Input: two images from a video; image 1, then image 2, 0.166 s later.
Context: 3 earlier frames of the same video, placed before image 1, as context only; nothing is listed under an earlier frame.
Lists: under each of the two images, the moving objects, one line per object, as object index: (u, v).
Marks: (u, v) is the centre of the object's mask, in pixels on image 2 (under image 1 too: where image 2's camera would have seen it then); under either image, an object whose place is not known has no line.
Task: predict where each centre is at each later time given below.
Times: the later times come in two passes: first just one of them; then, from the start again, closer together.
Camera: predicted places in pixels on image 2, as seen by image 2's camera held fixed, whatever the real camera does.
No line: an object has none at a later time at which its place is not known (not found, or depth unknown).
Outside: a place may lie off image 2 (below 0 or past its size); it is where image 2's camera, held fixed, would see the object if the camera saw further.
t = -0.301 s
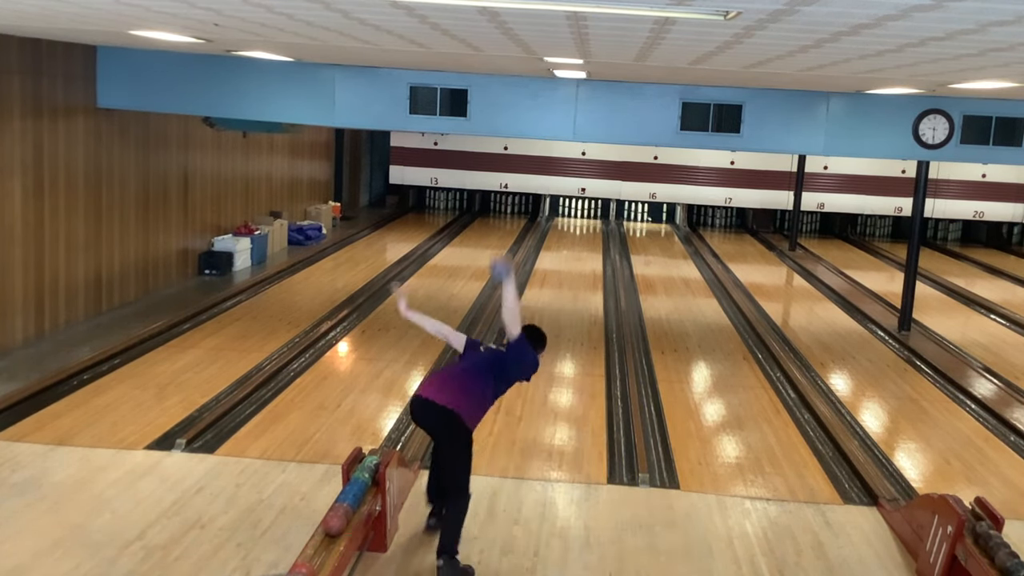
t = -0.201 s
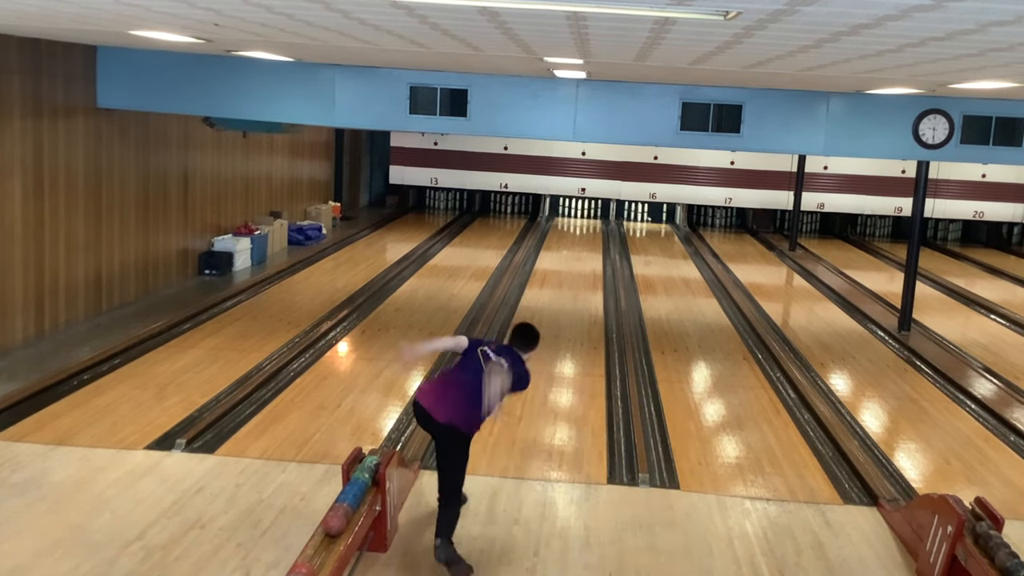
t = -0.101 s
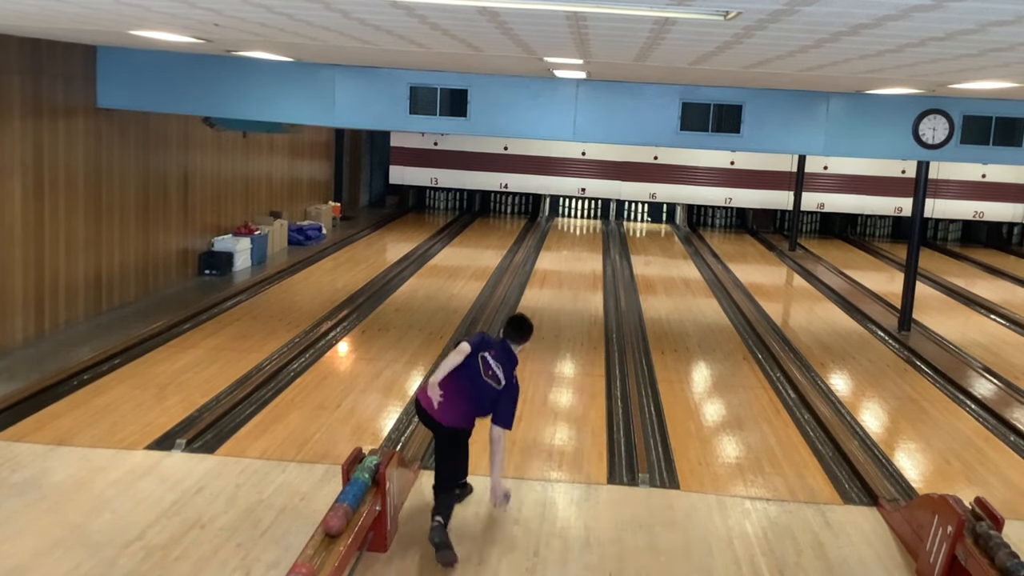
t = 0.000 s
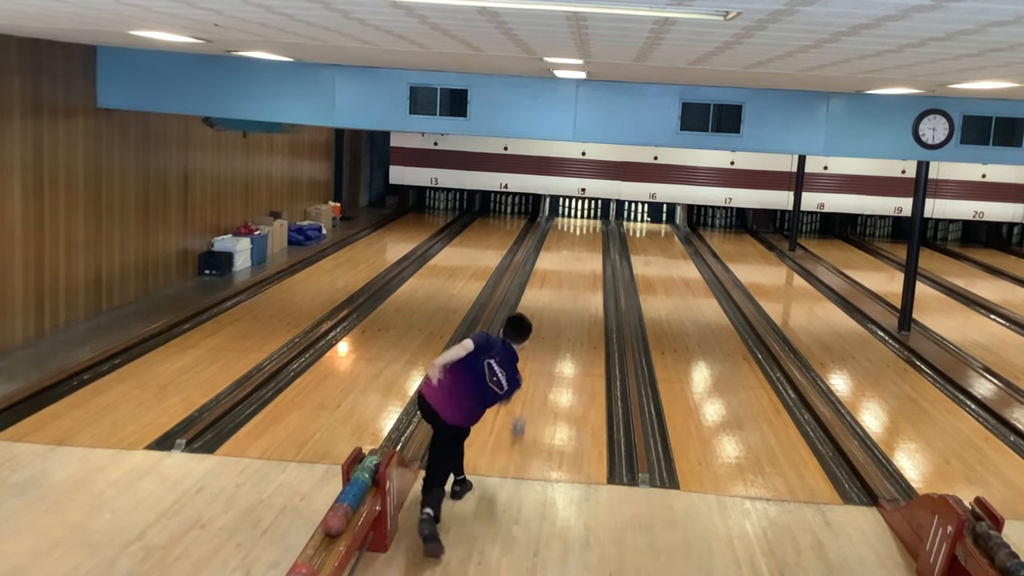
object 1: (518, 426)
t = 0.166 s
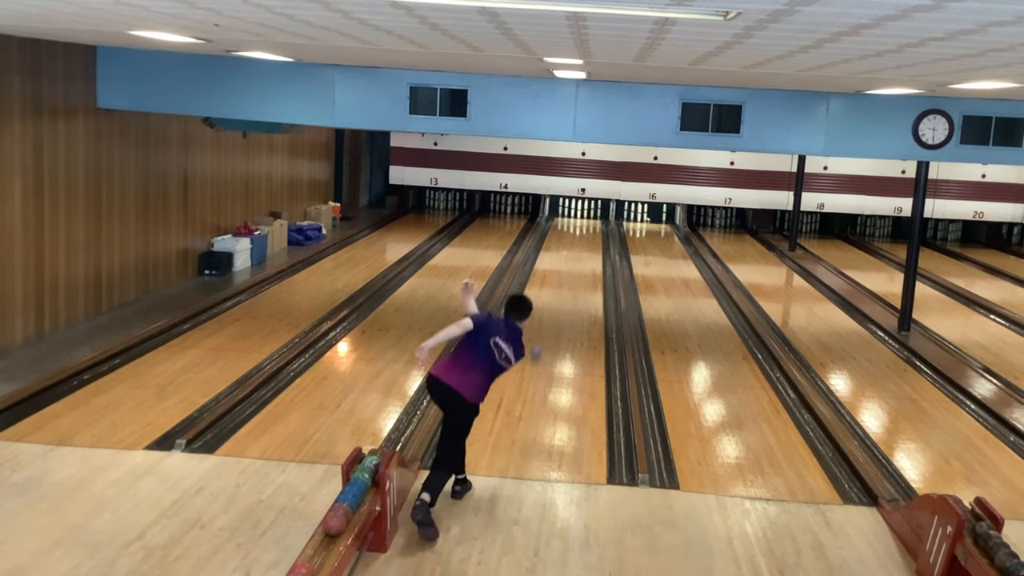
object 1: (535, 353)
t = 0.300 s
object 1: (544, 315)
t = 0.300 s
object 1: (544, 315)
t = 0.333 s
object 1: (545, 306)
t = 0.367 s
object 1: (547, 300)
